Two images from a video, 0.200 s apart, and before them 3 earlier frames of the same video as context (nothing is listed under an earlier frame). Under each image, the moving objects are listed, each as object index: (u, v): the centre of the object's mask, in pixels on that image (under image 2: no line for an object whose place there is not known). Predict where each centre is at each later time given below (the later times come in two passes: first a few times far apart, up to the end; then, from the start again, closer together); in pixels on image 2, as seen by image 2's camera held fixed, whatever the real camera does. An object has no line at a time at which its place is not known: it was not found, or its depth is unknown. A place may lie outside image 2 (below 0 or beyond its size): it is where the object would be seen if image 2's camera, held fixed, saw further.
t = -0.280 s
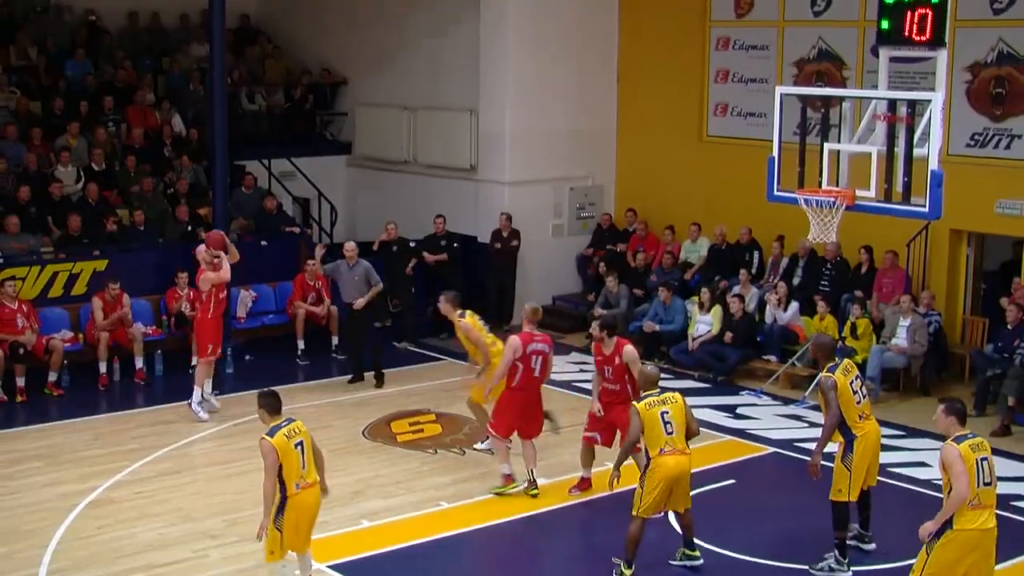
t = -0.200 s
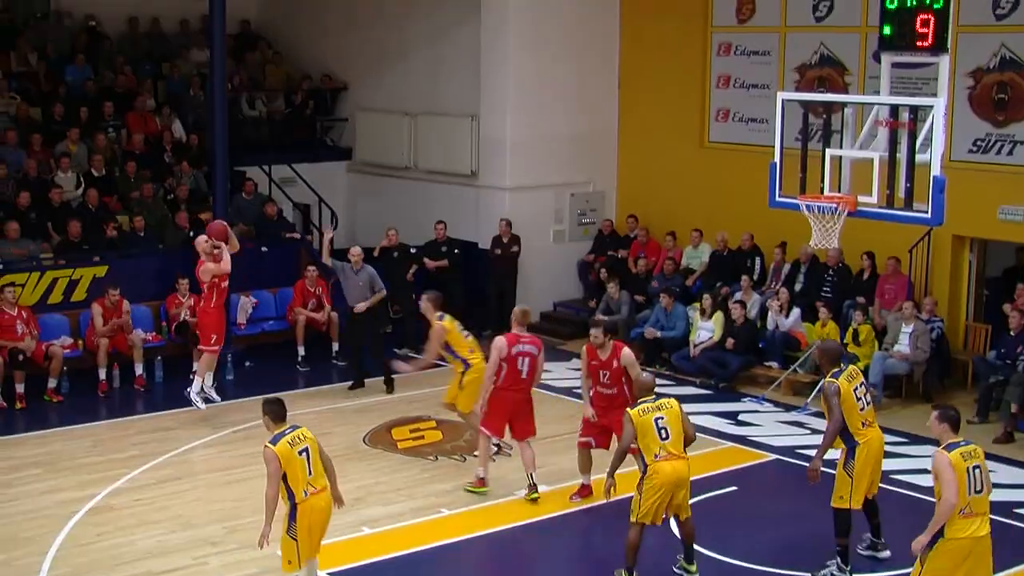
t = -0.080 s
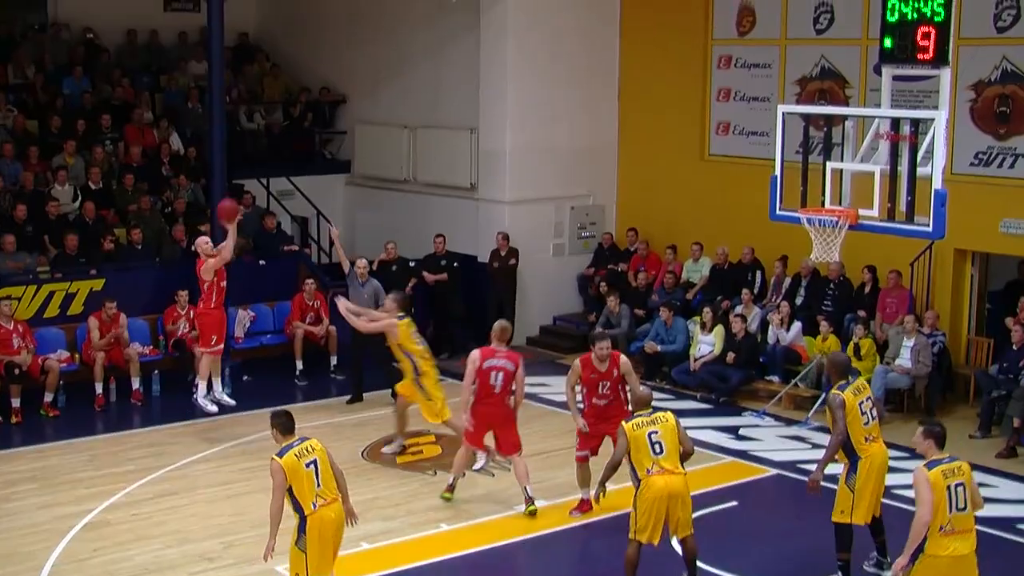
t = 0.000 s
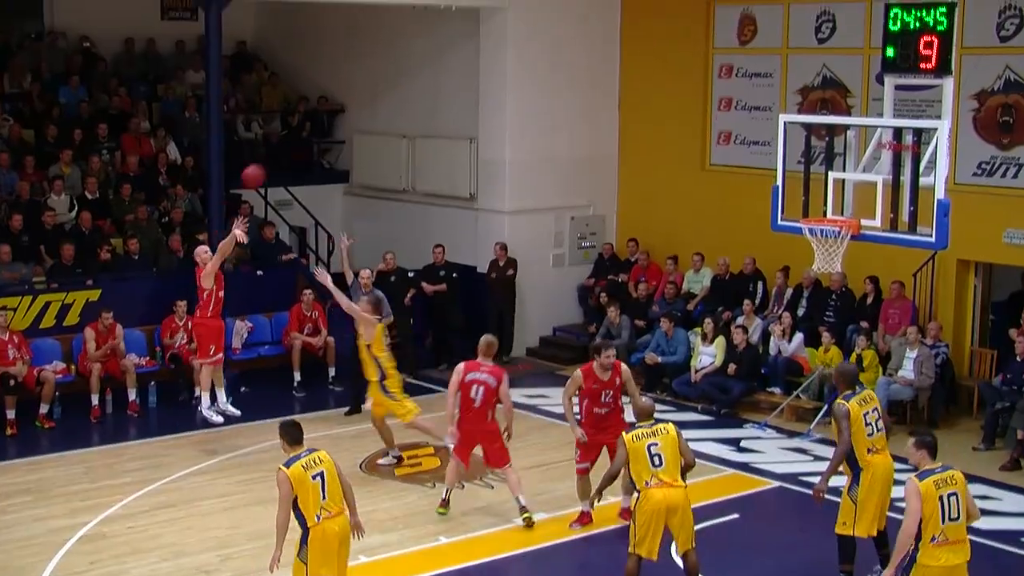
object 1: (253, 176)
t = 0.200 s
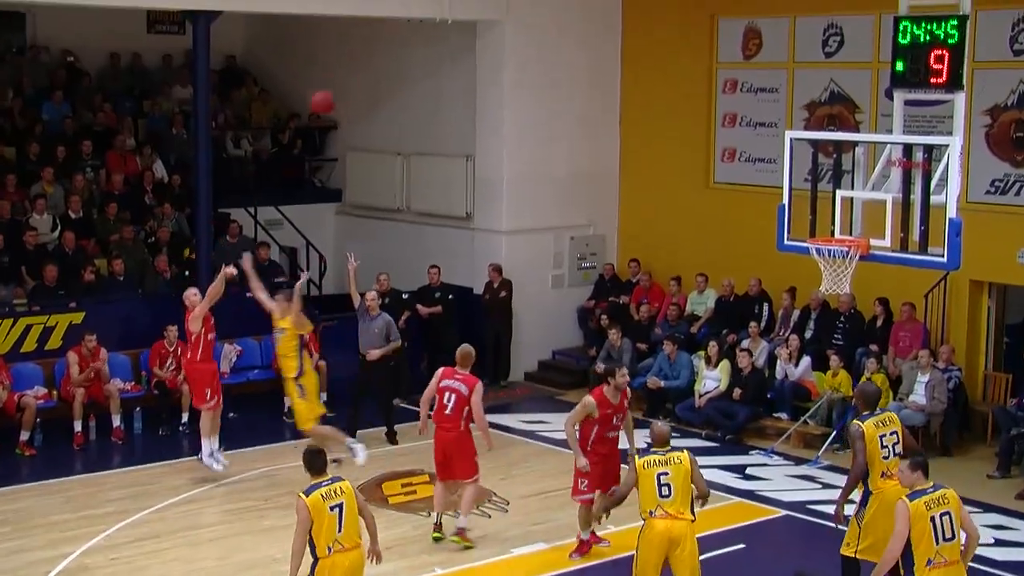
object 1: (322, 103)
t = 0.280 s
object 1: (356, 74)
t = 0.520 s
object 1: (461, 24)
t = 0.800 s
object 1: (592, 35)
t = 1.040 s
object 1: (711, 114)
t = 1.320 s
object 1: (816, 211)
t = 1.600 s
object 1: (815, 189)
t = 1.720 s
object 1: (813, 211)
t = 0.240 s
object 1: (339, 87)
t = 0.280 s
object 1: (356, 74)
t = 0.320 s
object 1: (373, 62)
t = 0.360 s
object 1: (390, 52)
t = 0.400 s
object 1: (407, 42)
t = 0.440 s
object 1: (425, 34)
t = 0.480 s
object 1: (442, 28)
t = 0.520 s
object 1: (461, 24)
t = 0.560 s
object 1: (478, 20)
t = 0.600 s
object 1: (497, 18)
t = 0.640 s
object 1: (516, 18)
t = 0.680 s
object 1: (534, 20)
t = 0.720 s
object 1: (553, 23)
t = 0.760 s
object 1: (572, 29)
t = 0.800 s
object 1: (592, 35)
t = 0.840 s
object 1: (612, 43)
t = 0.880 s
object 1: (632, 53)
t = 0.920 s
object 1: (652, 65)
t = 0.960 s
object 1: (671, 80)
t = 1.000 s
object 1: (691, 97)
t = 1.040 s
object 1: (711, 114)
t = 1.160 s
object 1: (774, 180)
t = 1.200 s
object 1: (797, 207)
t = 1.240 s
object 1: (817, 230)
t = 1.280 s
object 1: (816, 222)
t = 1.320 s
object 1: (816, 211)
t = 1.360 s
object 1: (817, 203)
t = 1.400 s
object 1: (817, 195)
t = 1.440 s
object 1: (817, 190)
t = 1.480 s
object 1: (816, 187)
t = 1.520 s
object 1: (816, 187)
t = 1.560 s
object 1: (815, 187)
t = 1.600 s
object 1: (815, 189)
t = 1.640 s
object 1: (814, 195)
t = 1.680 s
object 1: (813, 201)
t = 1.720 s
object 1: (813, 211)
